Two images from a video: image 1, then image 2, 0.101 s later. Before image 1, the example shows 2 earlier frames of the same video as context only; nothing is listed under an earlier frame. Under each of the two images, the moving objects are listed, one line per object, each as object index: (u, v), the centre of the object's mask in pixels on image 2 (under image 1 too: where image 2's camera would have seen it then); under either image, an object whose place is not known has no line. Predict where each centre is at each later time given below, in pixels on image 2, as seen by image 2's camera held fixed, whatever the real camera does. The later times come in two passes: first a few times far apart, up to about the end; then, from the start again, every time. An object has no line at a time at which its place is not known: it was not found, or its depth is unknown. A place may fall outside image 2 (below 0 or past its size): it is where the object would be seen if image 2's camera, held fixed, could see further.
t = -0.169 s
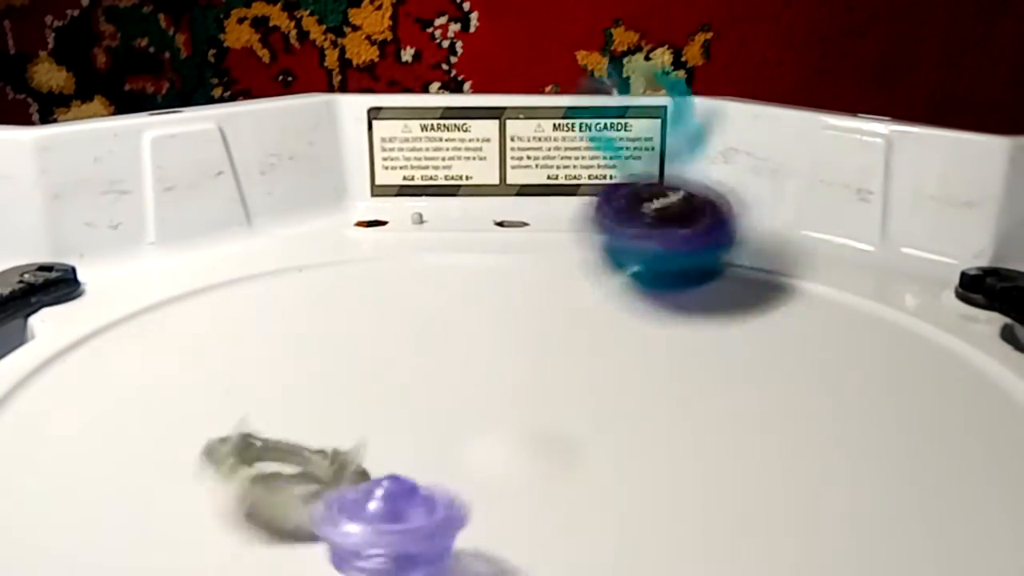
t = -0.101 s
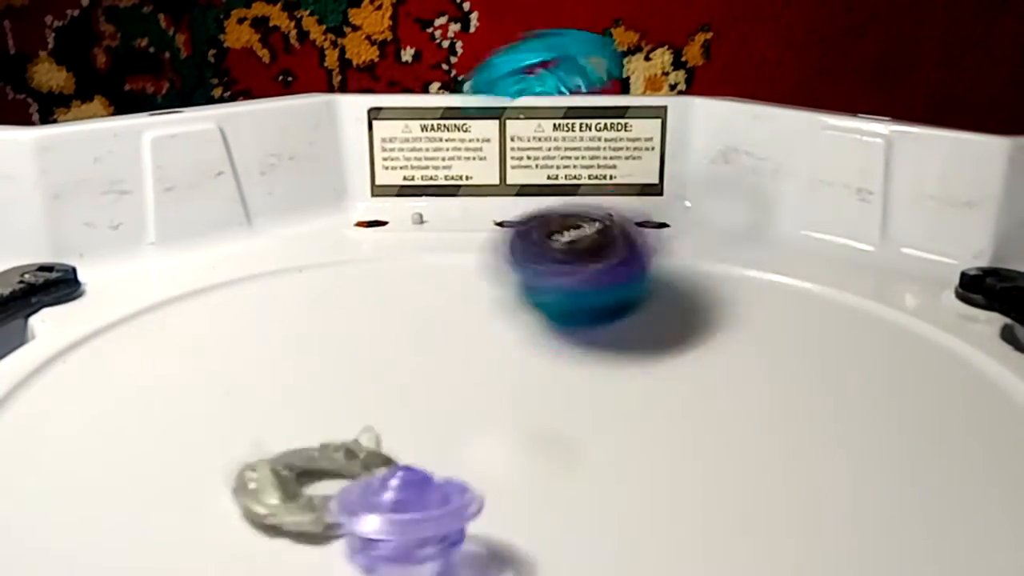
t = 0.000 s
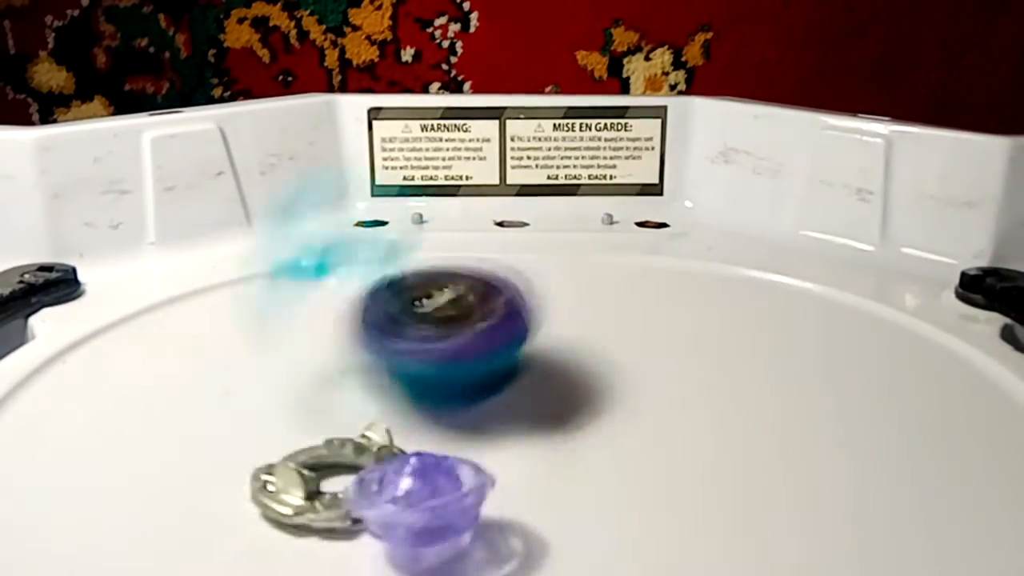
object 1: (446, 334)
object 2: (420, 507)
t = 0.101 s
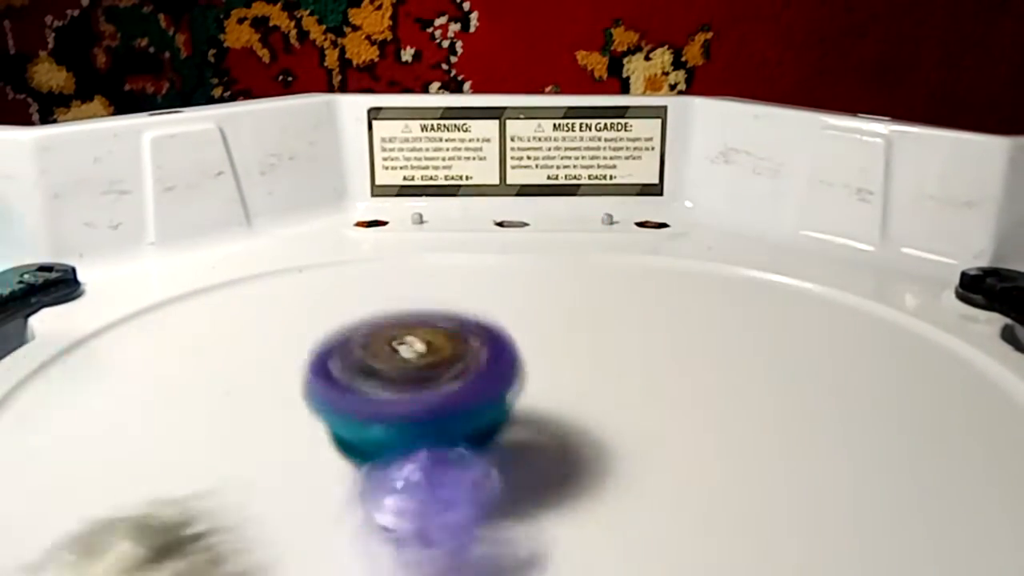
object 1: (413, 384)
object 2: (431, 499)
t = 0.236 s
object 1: (532, 444)
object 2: (298, 556)
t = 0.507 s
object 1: (883, 375)
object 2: (254, 493)
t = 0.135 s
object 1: (431, 400)
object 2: (393, 527)
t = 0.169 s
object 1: (453, 418)
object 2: (361, 533)
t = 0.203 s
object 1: (488, 433)
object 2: (316, 545)
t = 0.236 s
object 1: (532, 444)
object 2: (298, 556)
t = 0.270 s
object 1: (583, 452)
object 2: (265, 546)
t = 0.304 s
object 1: (643, 458)
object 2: (236, 546)
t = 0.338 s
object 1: (708, 458)
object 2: (226, 550)
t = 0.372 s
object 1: (768, 452)
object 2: (219, 532)
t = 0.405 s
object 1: (822, 438)
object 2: (221, 528)
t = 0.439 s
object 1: (861, 420)
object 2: (225, 526)
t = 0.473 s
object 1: (880, 397)
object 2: (237, 514)
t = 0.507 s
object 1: (883, 375)
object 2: (254, 493)
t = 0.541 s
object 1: (871, 354)
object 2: (282, 481)
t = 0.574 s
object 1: (845, 332)
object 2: (307, 457)
